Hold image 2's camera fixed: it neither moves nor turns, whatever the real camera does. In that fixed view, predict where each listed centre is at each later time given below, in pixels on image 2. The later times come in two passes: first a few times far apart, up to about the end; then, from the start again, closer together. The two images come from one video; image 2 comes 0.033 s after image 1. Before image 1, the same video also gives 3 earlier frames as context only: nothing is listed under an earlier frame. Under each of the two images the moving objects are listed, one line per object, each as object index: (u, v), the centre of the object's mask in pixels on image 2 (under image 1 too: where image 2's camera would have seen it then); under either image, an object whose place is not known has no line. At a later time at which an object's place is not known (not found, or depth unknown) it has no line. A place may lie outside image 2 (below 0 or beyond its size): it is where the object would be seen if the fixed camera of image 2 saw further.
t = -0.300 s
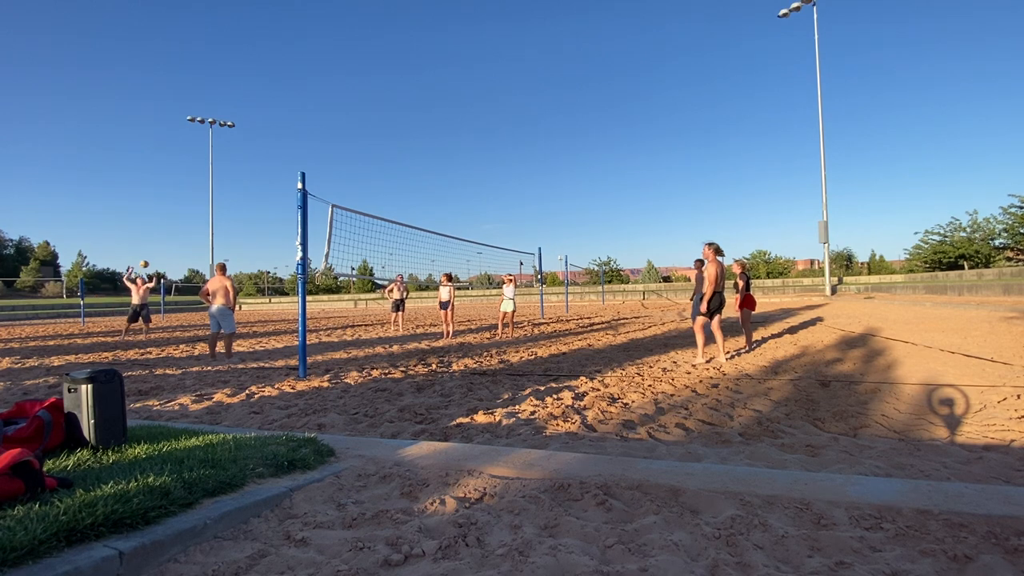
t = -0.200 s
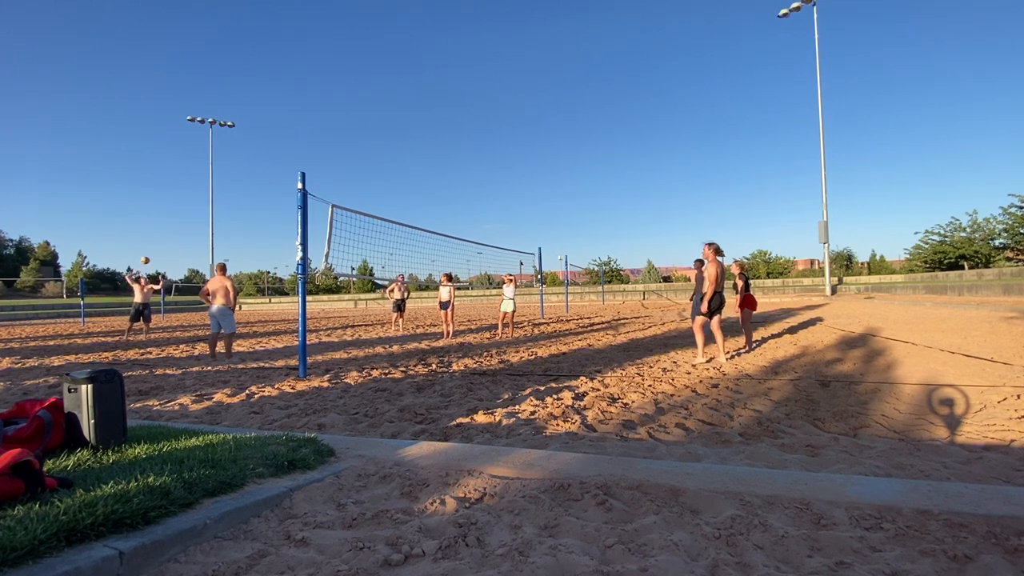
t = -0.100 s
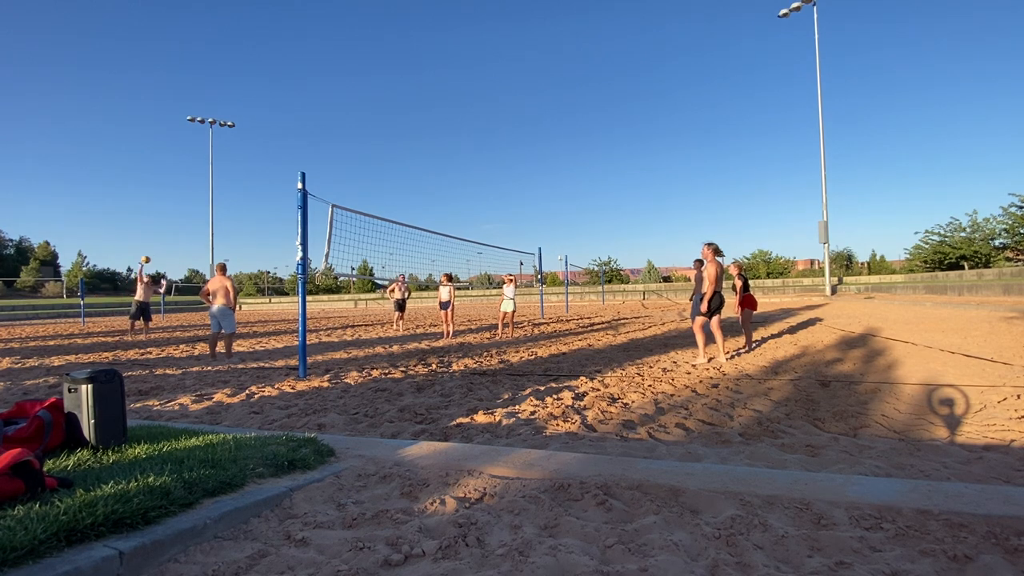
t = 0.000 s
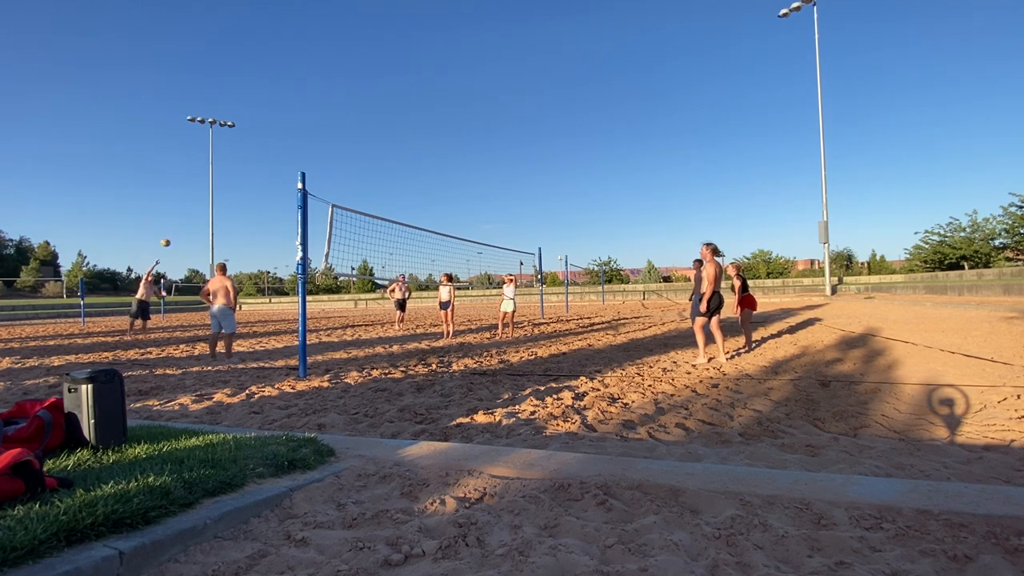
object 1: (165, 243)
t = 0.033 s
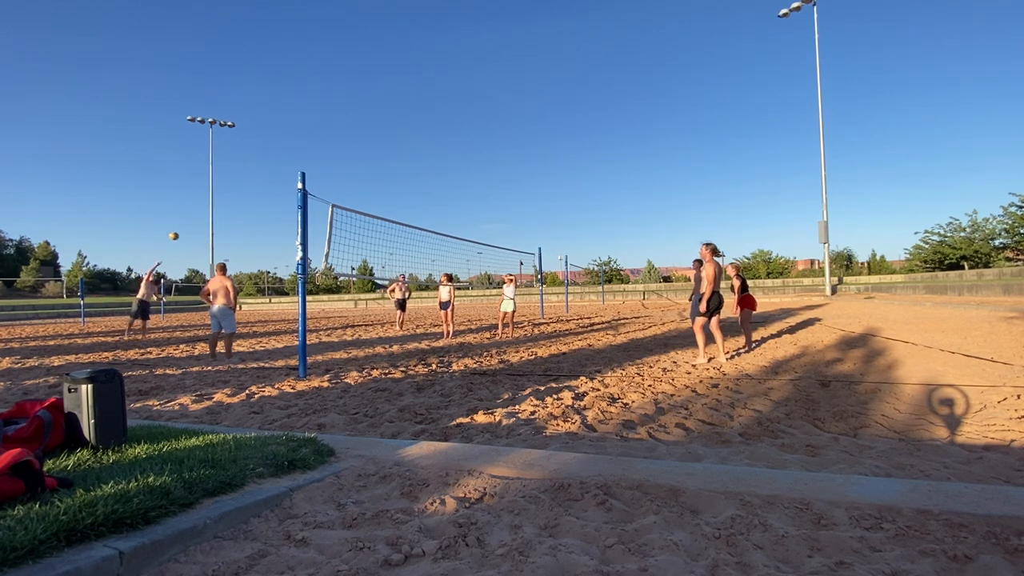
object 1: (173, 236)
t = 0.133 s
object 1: (200, 217)
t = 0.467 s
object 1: (310, 172)
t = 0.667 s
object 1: (395, 165)
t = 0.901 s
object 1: (514, 183)
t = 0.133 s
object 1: (200, 217)
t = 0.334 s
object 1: (263, 186)
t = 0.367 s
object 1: (274, 182)
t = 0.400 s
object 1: (286, 178)
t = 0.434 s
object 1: (296, 174)
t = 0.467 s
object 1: (310, 172)
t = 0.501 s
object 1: (323, 169)
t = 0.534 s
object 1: (337, 167)
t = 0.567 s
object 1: (351, 166)
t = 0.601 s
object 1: (365, 165)
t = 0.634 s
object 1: (380, 165)
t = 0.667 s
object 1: (395, 165)
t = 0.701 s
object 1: (411, 166)
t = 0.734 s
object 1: (427, 167)
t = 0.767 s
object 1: (443, 169)
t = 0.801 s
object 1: (460, 171)
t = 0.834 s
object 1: (477, 174)
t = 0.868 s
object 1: (495, 179)
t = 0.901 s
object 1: (514, 183)
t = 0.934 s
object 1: (533, 188)
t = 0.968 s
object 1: (552, 194)
